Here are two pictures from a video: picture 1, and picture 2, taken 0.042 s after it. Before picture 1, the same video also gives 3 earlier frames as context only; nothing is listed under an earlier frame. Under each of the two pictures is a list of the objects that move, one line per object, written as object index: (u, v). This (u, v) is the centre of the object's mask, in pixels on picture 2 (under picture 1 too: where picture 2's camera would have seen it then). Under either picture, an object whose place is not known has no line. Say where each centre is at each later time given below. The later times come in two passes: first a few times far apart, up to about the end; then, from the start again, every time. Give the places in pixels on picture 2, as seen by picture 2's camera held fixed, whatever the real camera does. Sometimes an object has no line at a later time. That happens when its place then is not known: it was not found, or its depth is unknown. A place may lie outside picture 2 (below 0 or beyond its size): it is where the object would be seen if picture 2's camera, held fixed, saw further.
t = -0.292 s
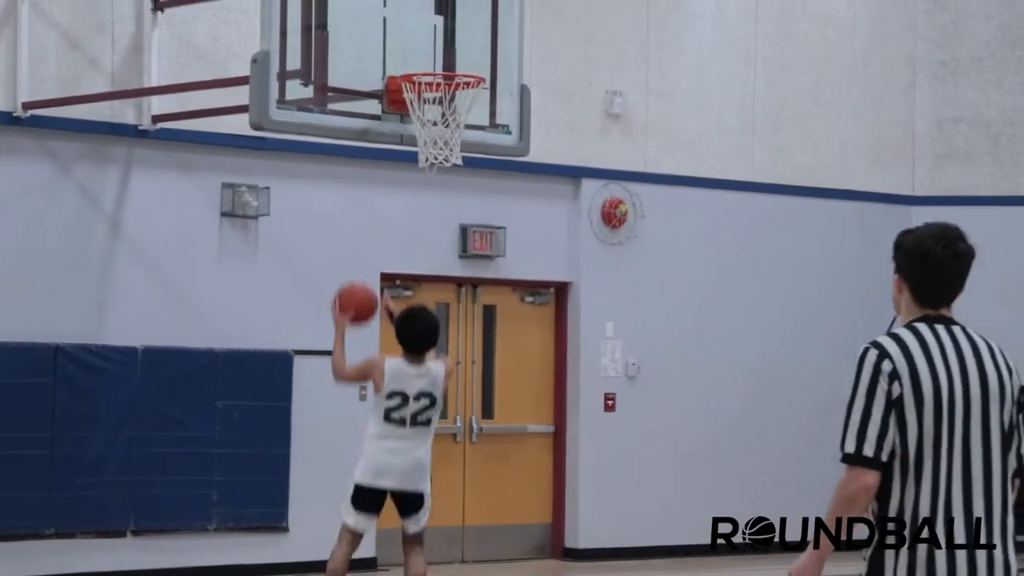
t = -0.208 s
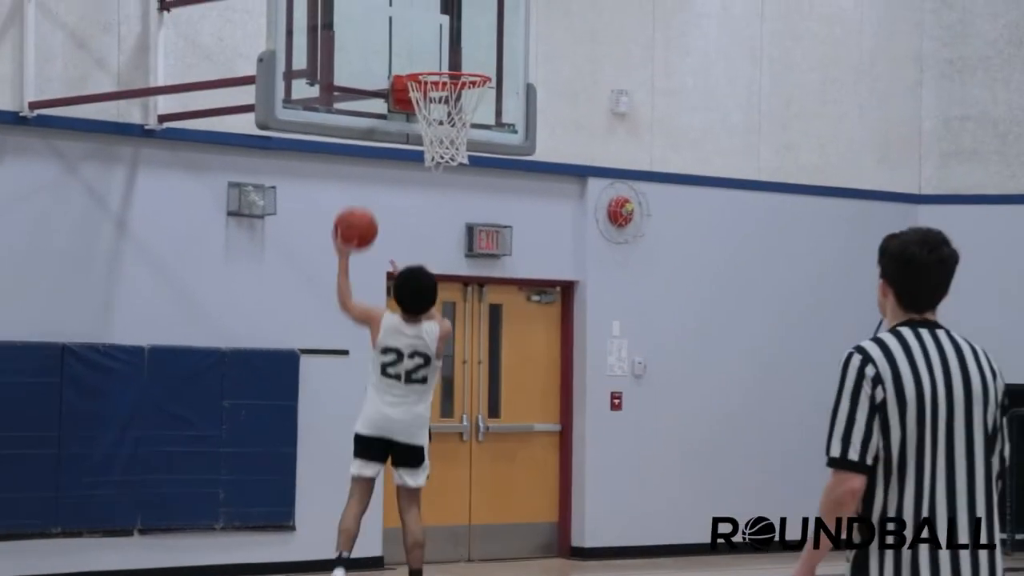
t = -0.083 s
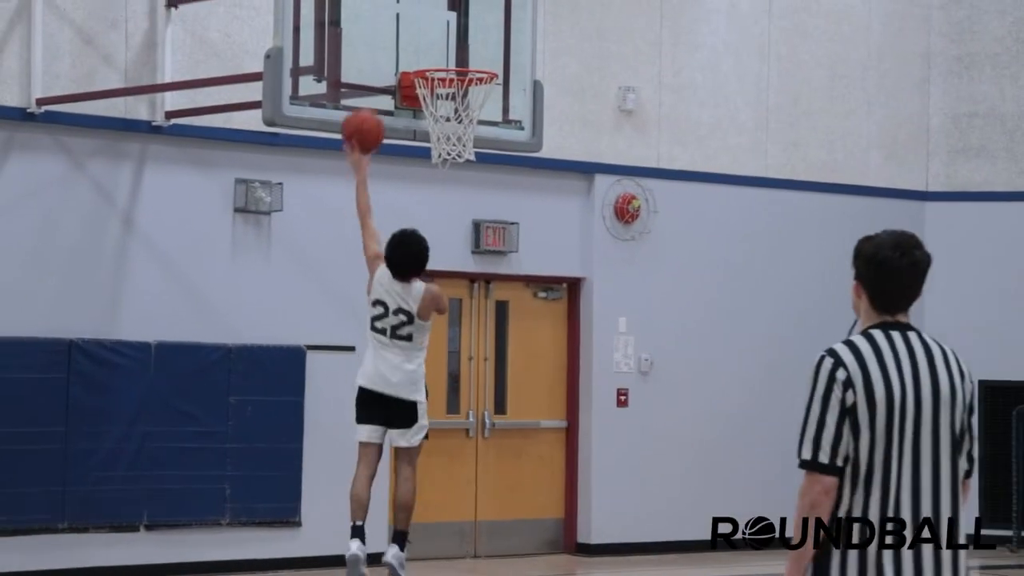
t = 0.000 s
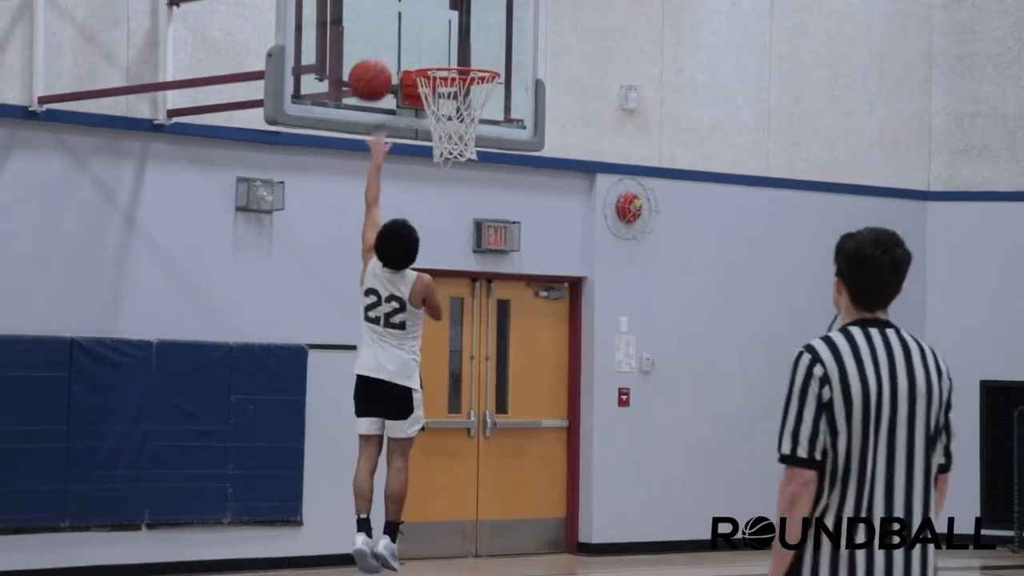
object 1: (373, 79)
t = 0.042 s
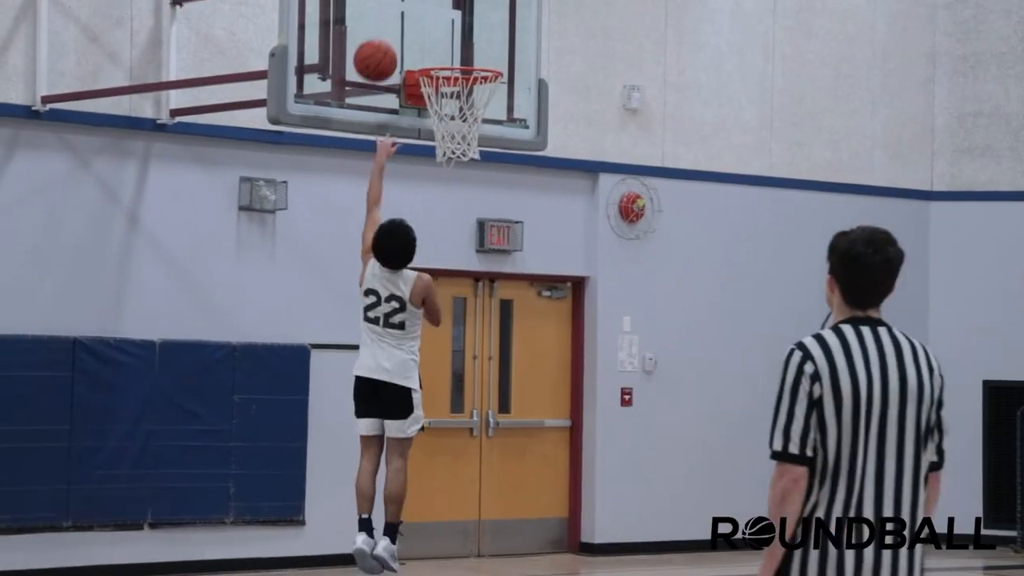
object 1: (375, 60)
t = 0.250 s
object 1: (390, 14)
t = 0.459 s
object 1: (437, 43)
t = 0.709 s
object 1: (472, 134)
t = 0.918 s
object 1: (474, 218)
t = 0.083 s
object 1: (377, 44)
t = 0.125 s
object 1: (380, 31)
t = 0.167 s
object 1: (382, 21)
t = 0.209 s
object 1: (384, 16)
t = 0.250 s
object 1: (390, 14)
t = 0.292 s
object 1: (400, 15)
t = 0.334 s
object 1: (409, 17)
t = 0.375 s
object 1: (418, 21)
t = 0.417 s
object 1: (427, 30)
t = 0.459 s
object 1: (437, 43)
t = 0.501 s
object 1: (446, 53)
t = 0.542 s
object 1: (455, 77)
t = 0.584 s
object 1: (464, 97)
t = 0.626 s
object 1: (469, 114)
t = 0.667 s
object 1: (472, 125)
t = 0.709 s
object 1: (472, 134)
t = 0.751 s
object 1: (473, 145)
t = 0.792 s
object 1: (473, 161)
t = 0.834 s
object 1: (474, 175)
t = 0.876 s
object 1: (474, 195)
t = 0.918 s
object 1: (474, 218)
